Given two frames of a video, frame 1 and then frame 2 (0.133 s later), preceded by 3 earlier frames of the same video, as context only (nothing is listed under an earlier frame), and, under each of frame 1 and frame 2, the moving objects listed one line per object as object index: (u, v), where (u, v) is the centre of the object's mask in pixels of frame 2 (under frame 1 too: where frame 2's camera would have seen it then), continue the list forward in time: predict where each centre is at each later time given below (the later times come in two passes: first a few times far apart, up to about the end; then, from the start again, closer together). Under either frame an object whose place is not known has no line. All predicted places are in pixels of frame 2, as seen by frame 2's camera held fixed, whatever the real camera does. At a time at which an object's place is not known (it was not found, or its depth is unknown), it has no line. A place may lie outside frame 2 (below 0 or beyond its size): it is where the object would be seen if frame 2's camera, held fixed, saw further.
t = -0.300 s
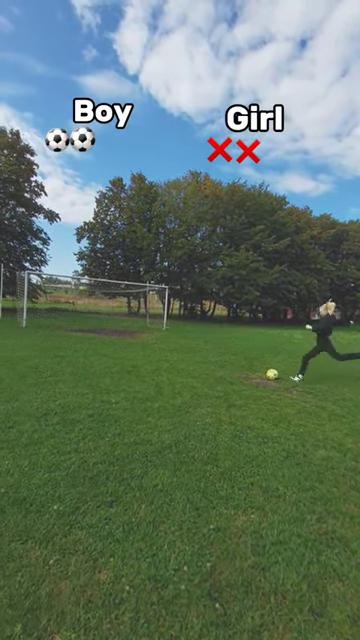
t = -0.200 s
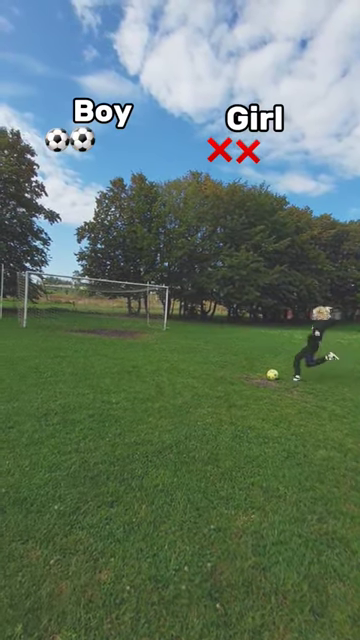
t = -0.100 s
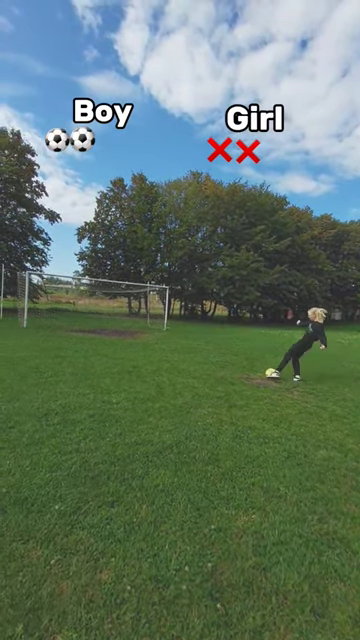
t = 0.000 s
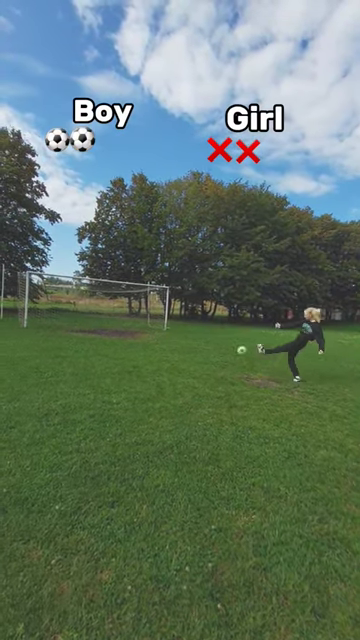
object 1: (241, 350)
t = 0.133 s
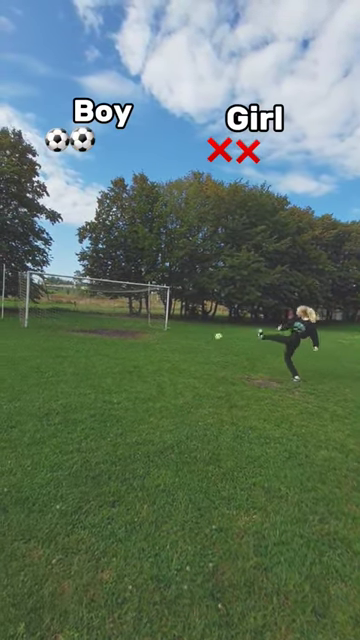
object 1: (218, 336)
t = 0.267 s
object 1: (203, 333)
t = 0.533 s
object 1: (189, 332)
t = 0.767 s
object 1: (185, 330)
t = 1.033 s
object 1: (184, 323)
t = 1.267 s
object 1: (184, 326)
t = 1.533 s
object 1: (185, 324)
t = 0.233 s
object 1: (206, 333)
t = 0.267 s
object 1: (203, 333)
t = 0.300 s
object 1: (201, 333)
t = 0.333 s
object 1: (198, 333)
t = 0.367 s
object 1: (196, 334)
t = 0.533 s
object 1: (189, 332)
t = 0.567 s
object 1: (188, 331)
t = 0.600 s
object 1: (188, 330)
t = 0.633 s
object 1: (187, 330)
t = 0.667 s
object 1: (186, 330)
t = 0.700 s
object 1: (186, 330)
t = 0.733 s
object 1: (185, 330)
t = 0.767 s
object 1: (185, 330)
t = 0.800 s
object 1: (185, 328)
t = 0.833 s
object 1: (186, 327)
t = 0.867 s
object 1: (185, 325)
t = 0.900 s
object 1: (185, 324)
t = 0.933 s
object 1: (185, 324)
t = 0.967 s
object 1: (185, 323)
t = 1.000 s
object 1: (185, 323)
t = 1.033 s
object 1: (184, 323)
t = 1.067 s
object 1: (184, 323)
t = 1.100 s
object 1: (184, 323)
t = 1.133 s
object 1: (184, 323)
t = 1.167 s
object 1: (184, 323)
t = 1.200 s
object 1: (184, 324)
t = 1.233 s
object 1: (184, 324)
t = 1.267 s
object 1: (184, 326)
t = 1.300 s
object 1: (184, 325)
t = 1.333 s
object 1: (185, 325)
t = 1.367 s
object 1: (185, 324)
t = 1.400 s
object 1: (185, 324)
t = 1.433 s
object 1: (185, 325)
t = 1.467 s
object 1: (185, 324)
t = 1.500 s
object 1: (185, 324)
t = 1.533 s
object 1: (185, 324)
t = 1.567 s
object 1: (185, 324)
